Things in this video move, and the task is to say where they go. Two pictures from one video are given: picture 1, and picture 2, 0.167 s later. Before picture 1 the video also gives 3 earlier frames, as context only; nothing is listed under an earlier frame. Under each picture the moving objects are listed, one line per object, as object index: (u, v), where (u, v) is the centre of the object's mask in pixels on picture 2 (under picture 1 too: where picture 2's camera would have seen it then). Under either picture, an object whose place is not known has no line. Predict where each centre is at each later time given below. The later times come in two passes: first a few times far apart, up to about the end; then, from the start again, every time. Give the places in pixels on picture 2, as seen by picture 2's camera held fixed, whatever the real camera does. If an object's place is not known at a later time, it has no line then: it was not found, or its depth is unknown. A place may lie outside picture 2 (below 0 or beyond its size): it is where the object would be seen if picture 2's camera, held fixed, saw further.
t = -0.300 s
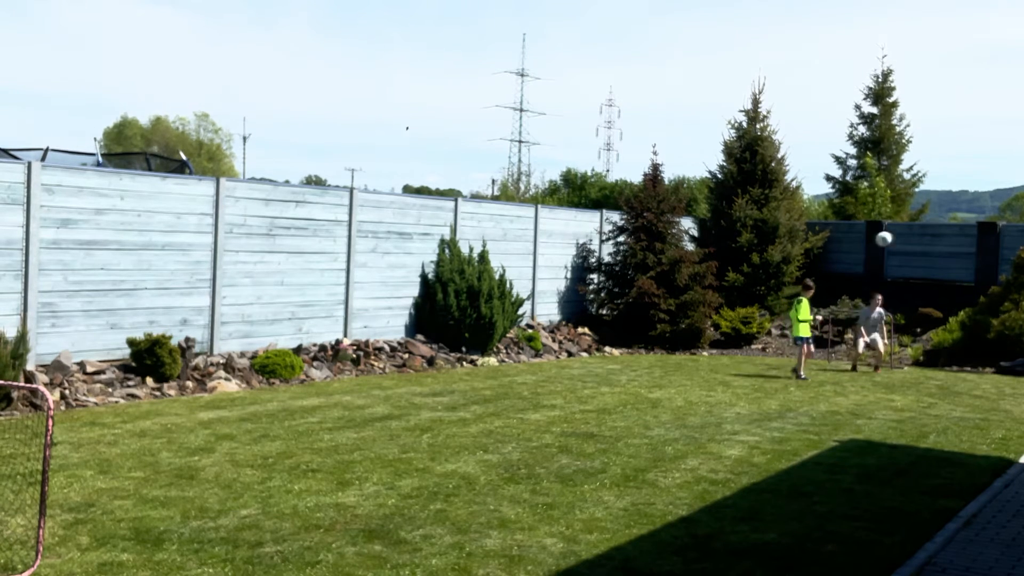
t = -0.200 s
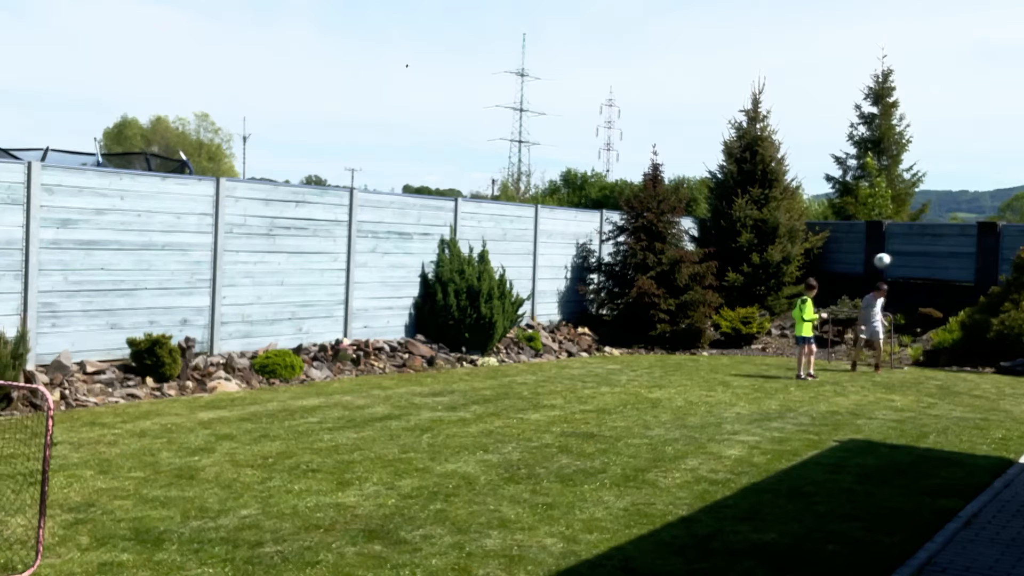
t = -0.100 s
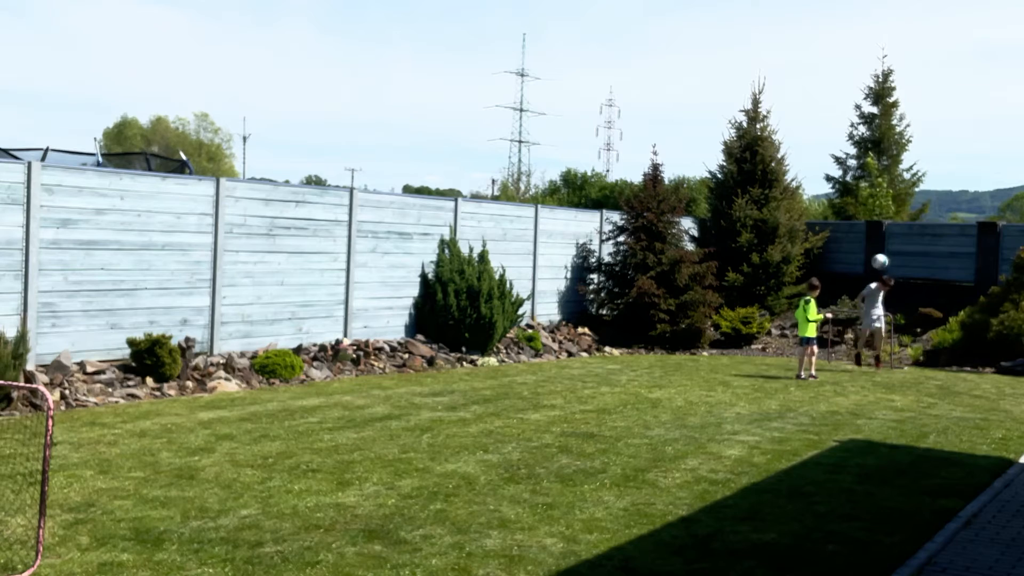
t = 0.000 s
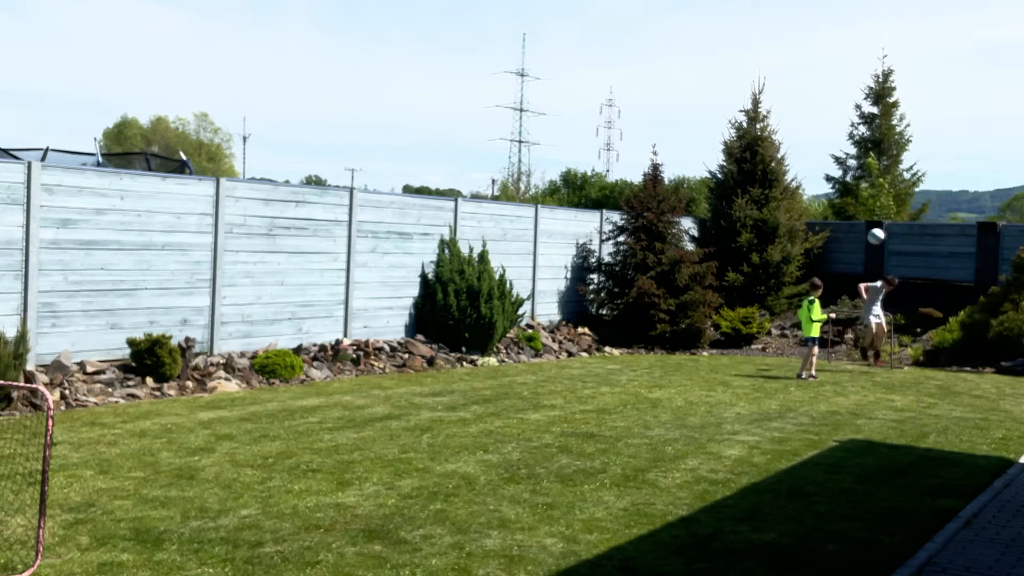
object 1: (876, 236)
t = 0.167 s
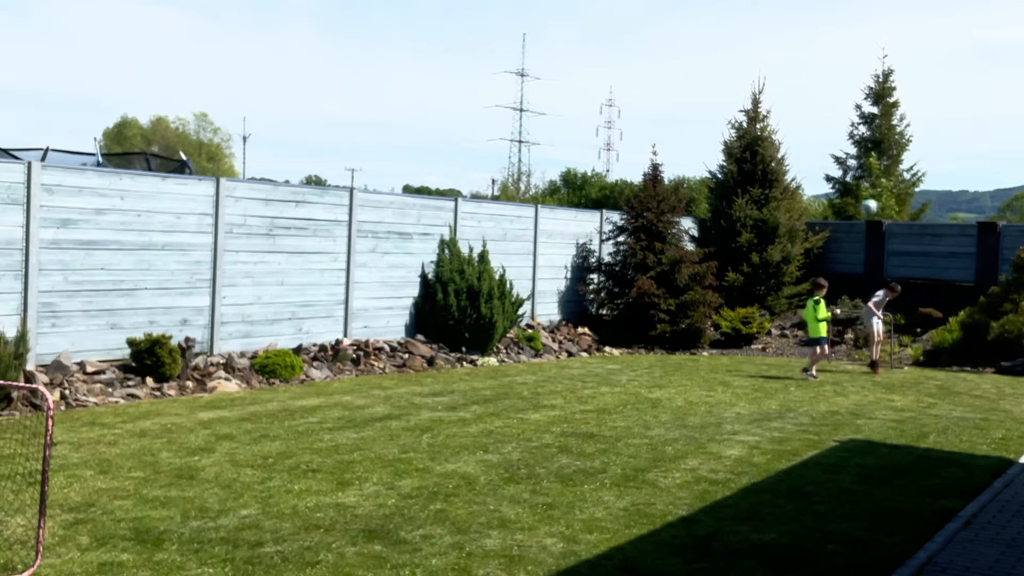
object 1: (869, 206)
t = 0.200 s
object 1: (867, 203)
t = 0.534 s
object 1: (847, 209)
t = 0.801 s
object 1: (827, 272)
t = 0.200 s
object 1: (867, 203)
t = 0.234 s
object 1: (866, 201)
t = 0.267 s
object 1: (864, 198)
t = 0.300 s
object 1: (862, 197)
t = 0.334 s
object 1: (861, 197)
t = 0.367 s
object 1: (859, 196)
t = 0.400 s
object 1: (857, 197)
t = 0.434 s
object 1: (854, 199)
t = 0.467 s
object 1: (852, 201)
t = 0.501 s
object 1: (850, 205)
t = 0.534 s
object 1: (847, 209)
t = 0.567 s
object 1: (845, 214)
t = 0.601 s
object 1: (843, 220)
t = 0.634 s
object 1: (840, 226)
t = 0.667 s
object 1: (838, 234)
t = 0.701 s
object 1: (835, 242)
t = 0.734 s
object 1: (832, 252)
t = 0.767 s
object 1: (829, 262)
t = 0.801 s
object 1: (827, 272)
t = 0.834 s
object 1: (824, 284)
